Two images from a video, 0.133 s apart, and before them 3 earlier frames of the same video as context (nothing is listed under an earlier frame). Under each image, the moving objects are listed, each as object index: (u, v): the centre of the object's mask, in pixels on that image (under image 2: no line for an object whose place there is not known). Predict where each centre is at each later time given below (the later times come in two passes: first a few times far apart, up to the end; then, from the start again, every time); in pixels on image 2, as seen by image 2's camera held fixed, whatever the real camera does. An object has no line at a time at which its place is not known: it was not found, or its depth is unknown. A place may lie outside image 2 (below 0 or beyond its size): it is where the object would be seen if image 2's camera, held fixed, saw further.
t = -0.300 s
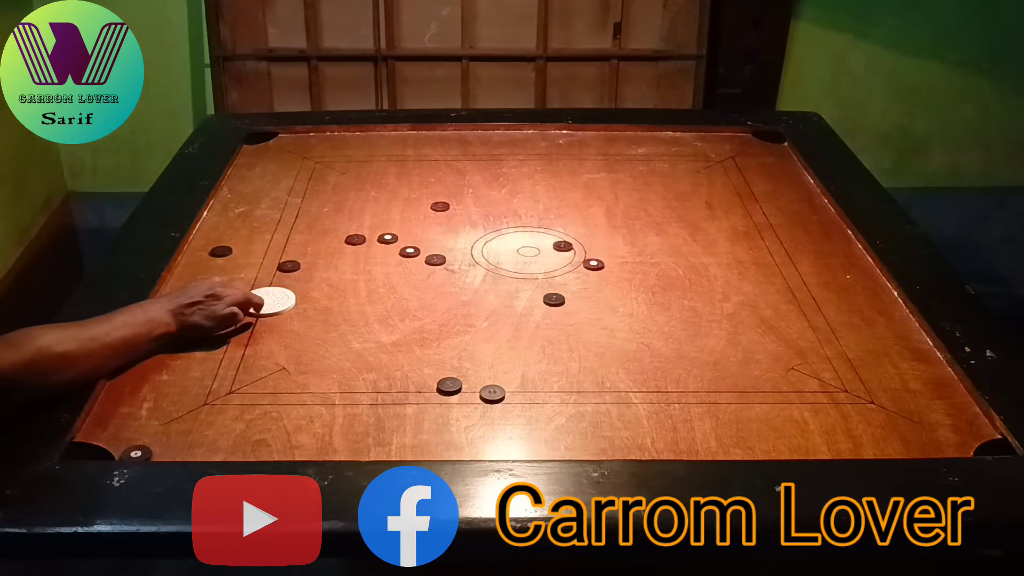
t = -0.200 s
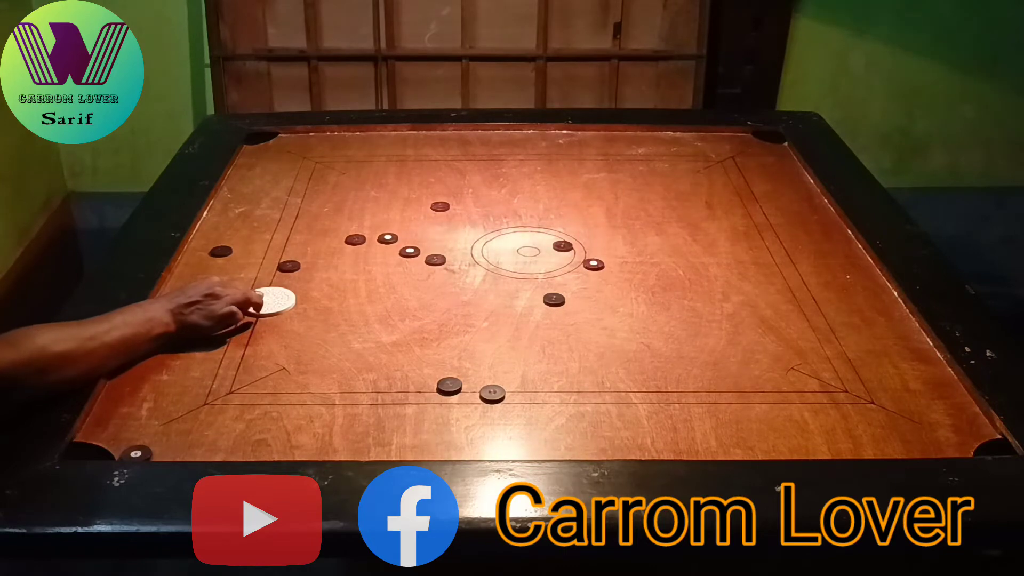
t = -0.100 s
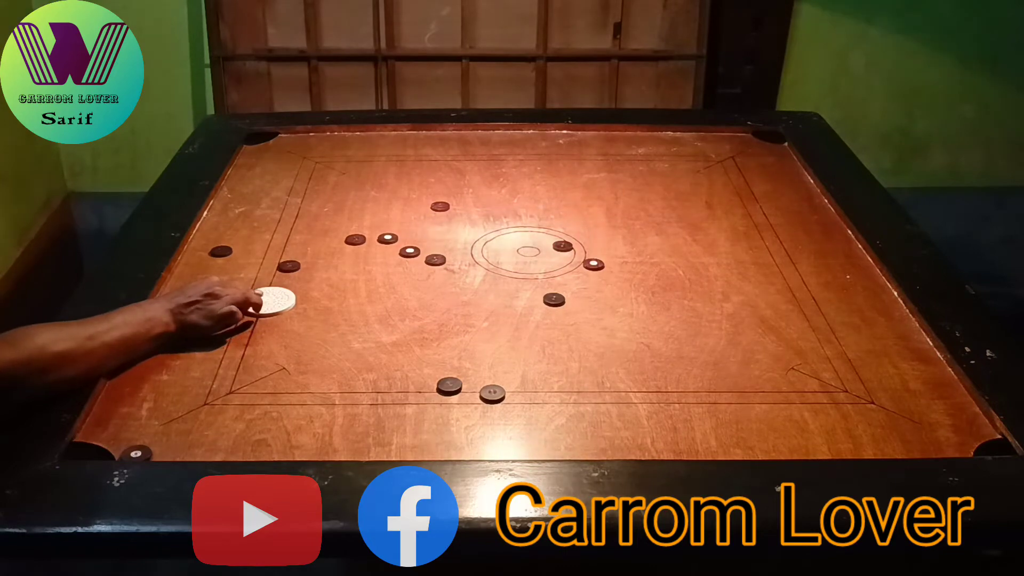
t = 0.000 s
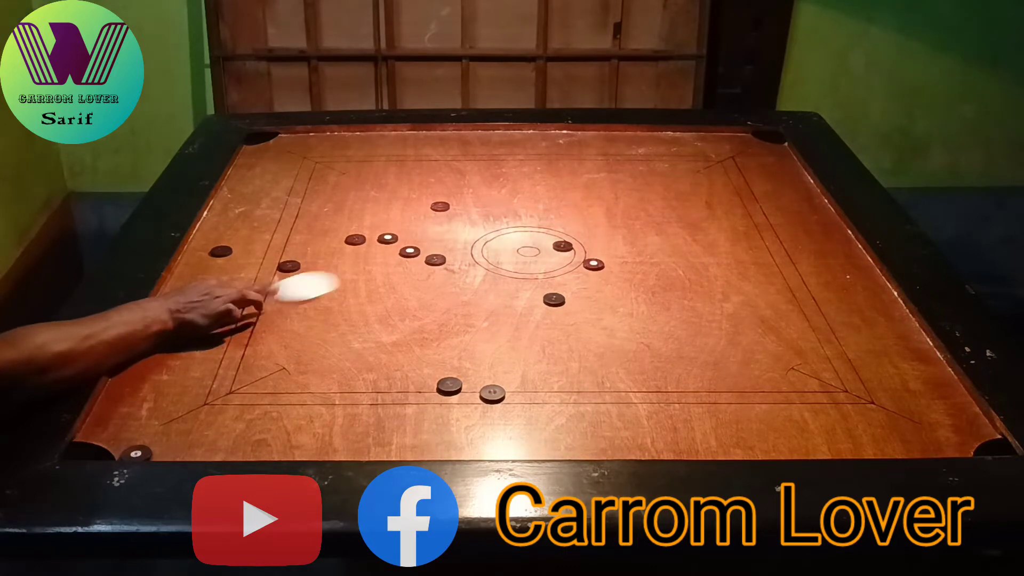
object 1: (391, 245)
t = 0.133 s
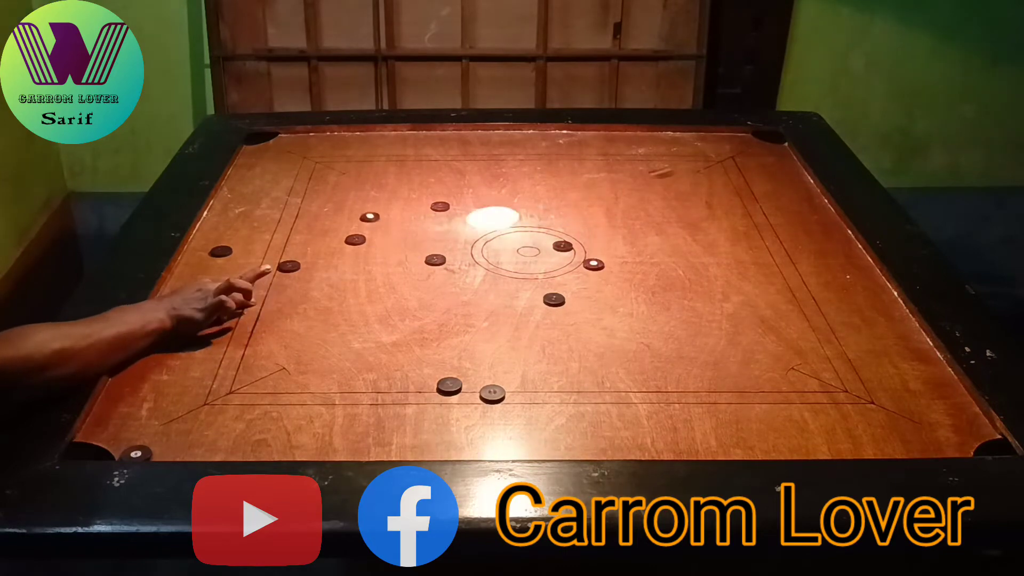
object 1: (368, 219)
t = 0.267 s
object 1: (345, 190)
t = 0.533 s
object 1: (312, 161)
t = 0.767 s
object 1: (297, 153)
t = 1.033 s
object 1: (295, 152)
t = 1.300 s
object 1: (296, 152)
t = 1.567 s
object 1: (296, 152)
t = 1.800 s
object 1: (296, 152)
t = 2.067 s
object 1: (295, 152)
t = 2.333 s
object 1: (295, 152)
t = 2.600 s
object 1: (295, 152)
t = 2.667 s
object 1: (296, 152)
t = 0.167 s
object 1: (363, 210)
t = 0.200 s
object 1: (356, 202)
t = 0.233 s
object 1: (351, 196)
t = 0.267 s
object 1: (345, 190)
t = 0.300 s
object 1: (340, 185)
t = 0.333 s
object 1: (335, 180)
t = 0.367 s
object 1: (331, 176)
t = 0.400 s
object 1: (326, 172)
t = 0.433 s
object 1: (322, 169)
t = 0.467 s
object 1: (318, 166)
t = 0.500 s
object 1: (315, 163)
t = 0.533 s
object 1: (312, 161)
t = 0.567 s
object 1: (309, 159)
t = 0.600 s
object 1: (306, 157)
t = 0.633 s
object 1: (303, 156)
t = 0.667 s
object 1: (301, 155)
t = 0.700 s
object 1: (299, 154)
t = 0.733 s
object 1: (298, 153)
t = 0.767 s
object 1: (297, 153)
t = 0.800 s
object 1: (296, 153)
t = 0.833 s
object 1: (296, 152)
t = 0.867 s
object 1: (296, 152)
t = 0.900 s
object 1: (295, 152)
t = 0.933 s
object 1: (295, 152)
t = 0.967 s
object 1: (295, 152)
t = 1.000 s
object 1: (295, 152)
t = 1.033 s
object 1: (295, 152)
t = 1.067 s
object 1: (295, 152)
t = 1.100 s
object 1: (296, 152)
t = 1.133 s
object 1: (296, 152)
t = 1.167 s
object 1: (296, 152)
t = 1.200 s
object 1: (295, 152)
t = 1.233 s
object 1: (295, 152)
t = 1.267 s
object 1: (296, 152)
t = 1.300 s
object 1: (296, 152)
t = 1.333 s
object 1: (296, 152)
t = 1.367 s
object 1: (296, 152)
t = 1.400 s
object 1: (295, 152)
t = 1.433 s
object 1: (295, 152)
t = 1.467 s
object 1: (295, 152)
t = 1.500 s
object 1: (296, 152)
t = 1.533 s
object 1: (296, 152)
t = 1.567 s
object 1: (296, 152)
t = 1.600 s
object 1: (296, 152)
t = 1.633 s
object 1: (296, 152)
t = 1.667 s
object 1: (296, 152)
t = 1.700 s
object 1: (296, 152)
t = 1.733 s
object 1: (295, 152)
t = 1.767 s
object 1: (295, 152)
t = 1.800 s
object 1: (296, 152)
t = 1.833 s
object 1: (295, 152)
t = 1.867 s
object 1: (295, 152)
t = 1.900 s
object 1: (295, 152)
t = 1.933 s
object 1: (295, 152)
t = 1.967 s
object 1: (295, 152)
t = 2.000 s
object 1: (295, 152)
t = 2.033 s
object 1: (295, 152)
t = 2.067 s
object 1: (295, 152)
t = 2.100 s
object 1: (295, 152)
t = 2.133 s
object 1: (295, 152)
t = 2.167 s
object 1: (295, 152)
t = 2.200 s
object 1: (295, 152)
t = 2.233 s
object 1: (295, 152)
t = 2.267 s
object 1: (295, 152)
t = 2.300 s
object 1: (295, 152)
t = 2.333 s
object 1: (295, 152)
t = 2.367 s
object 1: (295, 152)
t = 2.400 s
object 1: (295, 152)
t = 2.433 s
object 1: (295, 152)
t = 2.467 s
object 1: (295, 152)
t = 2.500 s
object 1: (295, 152)
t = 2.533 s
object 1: (295, 152)
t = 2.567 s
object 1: (295, 152)
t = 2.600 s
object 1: (295, 152)
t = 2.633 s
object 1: (295, 152)
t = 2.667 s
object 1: (296, 152)
